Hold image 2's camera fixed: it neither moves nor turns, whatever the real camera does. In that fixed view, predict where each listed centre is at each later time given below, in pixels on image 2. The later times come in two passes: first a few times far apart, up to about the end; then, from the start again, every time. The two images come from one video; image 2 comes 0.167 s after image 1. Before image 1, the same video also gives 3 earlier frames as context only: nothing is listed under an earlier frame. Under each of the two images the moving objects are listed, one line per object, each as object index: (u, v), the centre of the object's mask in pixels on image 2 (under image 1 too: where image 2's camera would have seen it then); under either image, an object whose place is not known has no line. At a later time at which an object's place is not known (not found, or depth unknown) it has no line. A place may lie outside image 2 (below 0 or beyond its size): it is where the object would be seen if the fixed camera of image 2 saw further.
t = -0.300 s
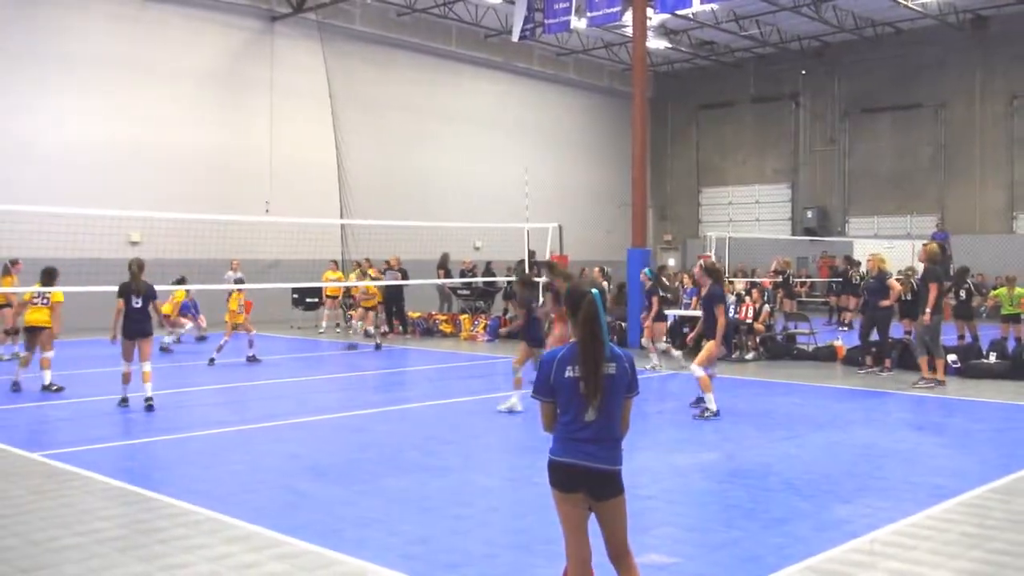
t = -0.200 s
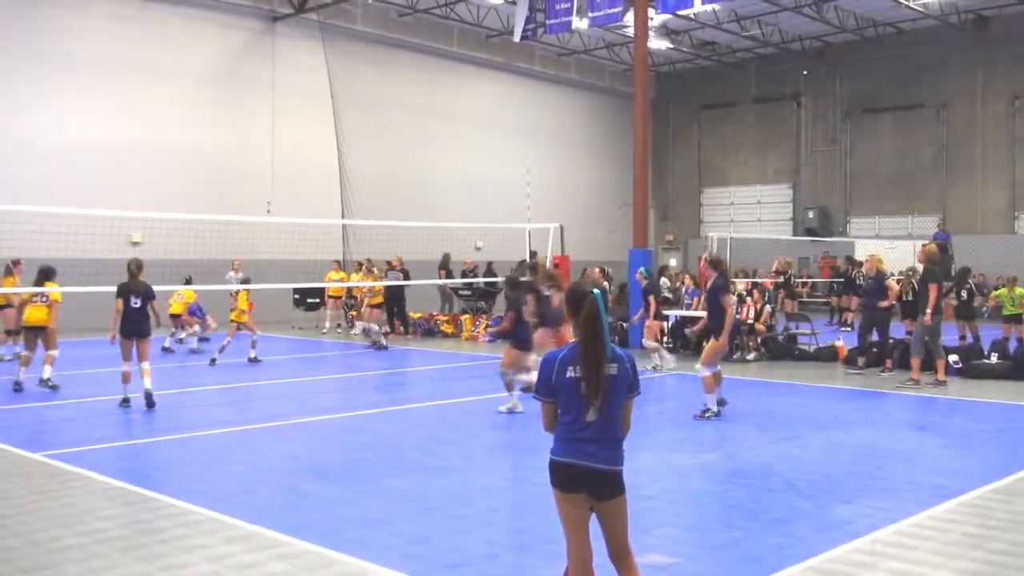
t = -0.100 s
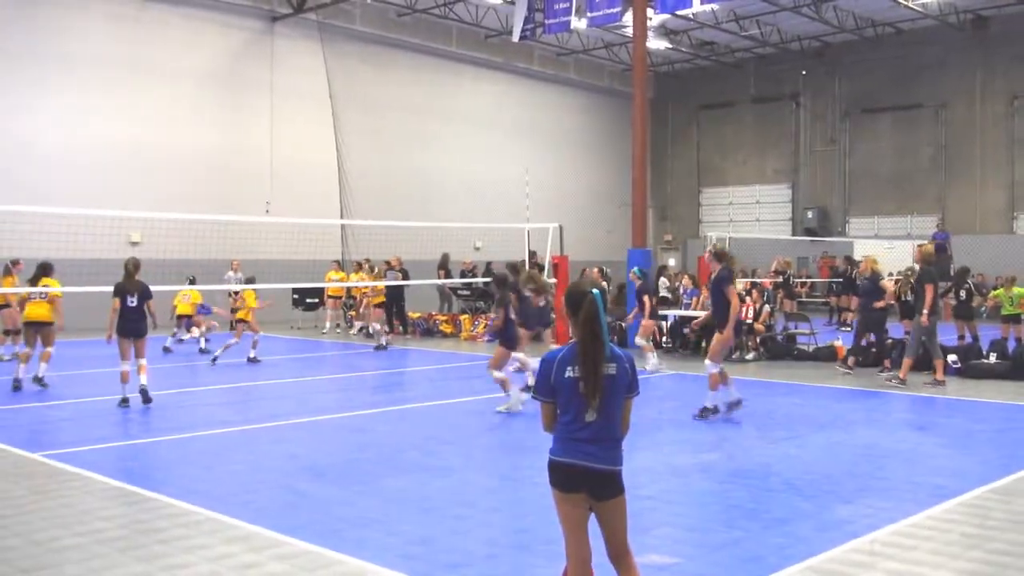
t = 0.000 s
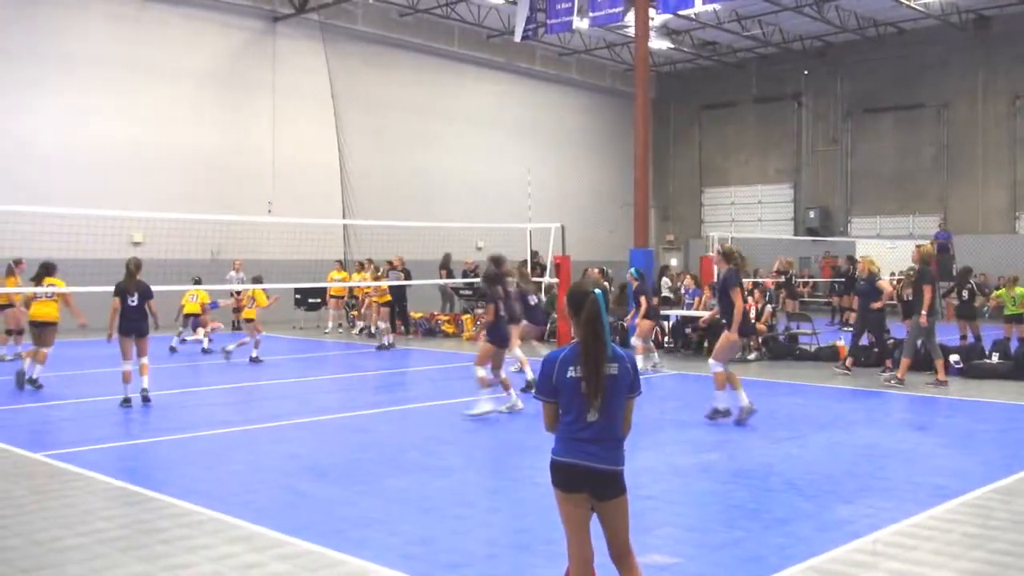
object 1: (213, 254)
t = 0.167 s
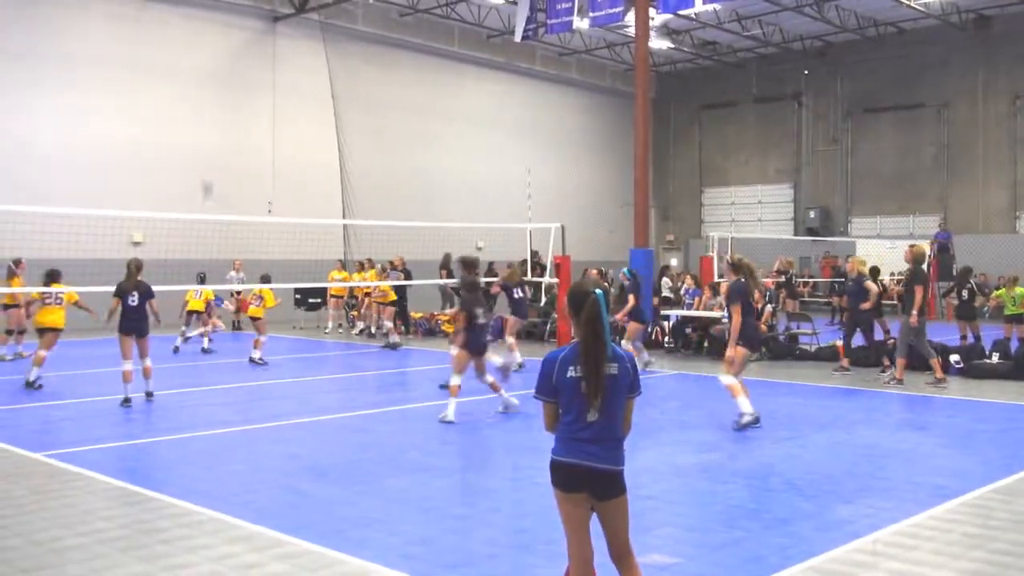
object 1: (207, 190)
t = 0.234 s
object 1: (203, 166)
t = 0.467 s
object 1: (188, 103)
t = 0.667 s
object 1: (171, 67)
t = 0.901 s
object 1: (152, 55)
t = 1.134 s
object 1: (133, 75)
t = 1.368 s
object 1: (114, 127)
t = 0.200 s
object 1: (205, 177)
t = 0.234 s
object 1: (203, 166)
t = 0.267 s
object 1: (201, 155)
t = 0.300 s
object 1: (199, 145)
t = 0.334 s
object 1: (197, 135)
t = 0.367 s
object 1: (194, 125)
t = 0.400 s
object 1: (192, 116)
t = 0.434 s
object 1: (190, 110)
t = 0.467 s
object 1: (188, 103)
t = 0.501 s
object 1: (185, 93)
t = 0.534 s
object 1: (183, 88)
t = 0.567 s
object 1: (179, 81)
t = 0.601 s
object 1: (176, 76)
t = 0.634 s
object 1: (174, 71)
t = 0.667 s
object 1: (171, 67)
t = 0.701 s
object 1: (168, 63)
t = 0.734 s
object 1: (165, 60)
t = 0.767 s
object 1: (163, 58)
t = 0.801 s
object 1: (160, 56)
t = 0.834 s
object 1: (157, 55)
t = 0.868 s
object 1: (154, 54)
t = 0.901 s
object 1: (152, 55)
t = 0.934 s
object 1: (149, 55)
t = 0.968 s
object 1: (146, 57)
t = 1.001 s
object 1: (144, 60)
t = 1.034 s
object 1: (141, 63)
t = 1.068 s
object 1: (138, 66)
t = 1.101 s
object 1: (136, 71)
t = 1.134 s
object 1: (133, 75)
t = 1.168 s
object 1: (130, 80)
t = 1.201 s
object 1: (127, 87)
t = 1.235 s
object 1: (124, 94)
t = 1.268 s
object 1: (121, 102)
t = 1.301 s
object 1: (119, 110)
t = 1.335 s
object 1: (116, 118)
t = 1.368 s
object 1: (114, 127)
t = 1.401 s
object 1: (112, 138)
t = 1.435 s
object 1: (108, 149)
